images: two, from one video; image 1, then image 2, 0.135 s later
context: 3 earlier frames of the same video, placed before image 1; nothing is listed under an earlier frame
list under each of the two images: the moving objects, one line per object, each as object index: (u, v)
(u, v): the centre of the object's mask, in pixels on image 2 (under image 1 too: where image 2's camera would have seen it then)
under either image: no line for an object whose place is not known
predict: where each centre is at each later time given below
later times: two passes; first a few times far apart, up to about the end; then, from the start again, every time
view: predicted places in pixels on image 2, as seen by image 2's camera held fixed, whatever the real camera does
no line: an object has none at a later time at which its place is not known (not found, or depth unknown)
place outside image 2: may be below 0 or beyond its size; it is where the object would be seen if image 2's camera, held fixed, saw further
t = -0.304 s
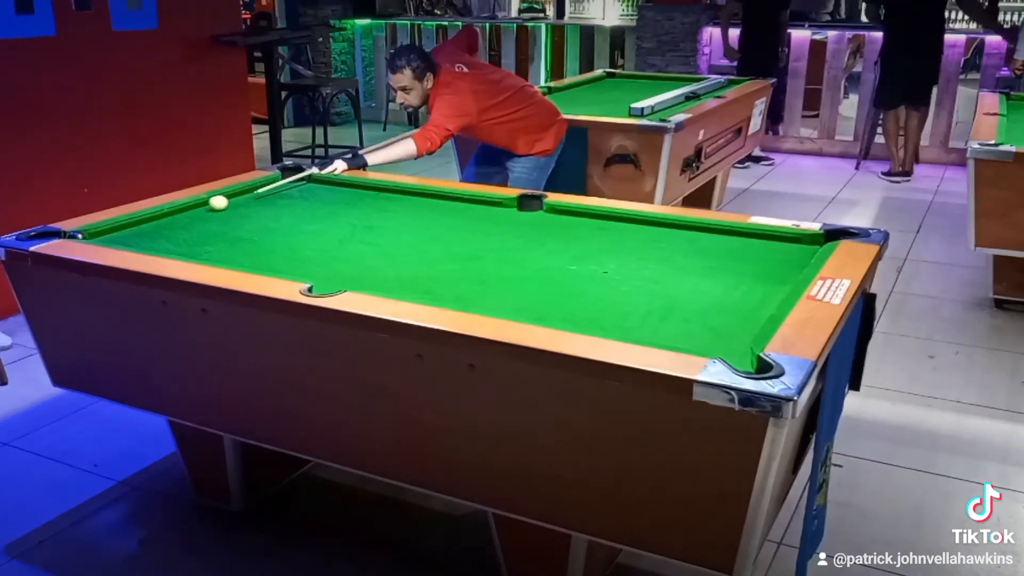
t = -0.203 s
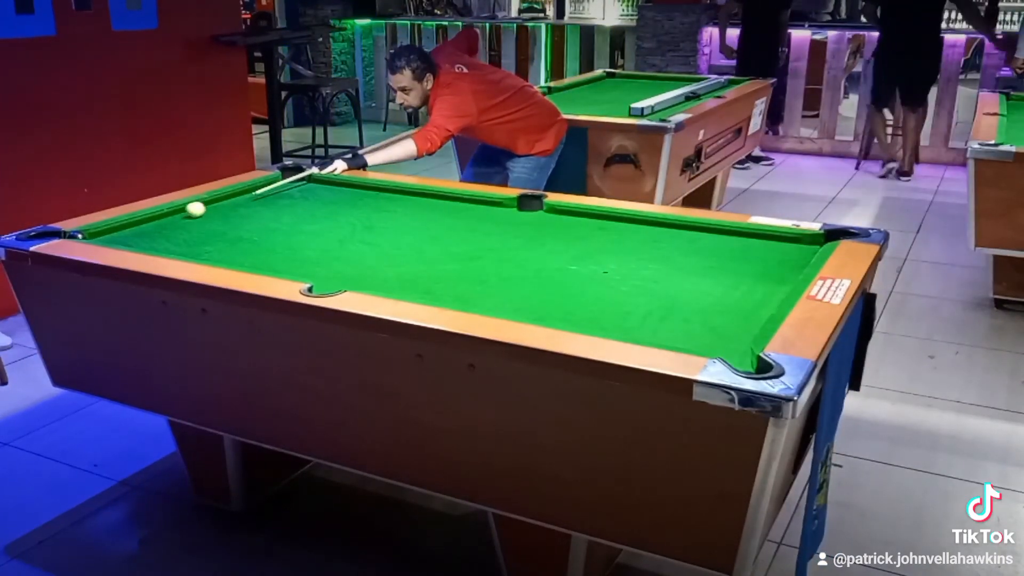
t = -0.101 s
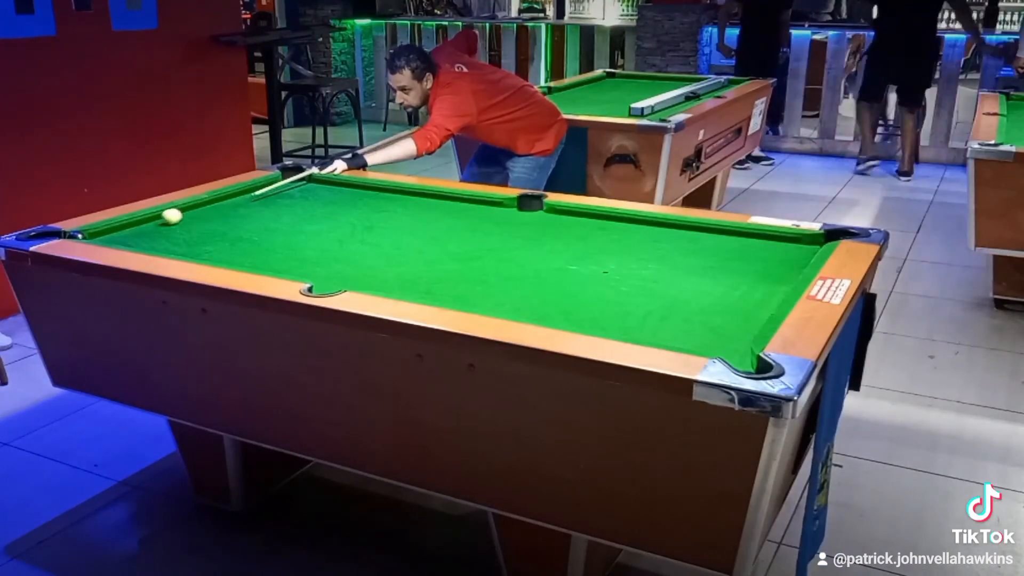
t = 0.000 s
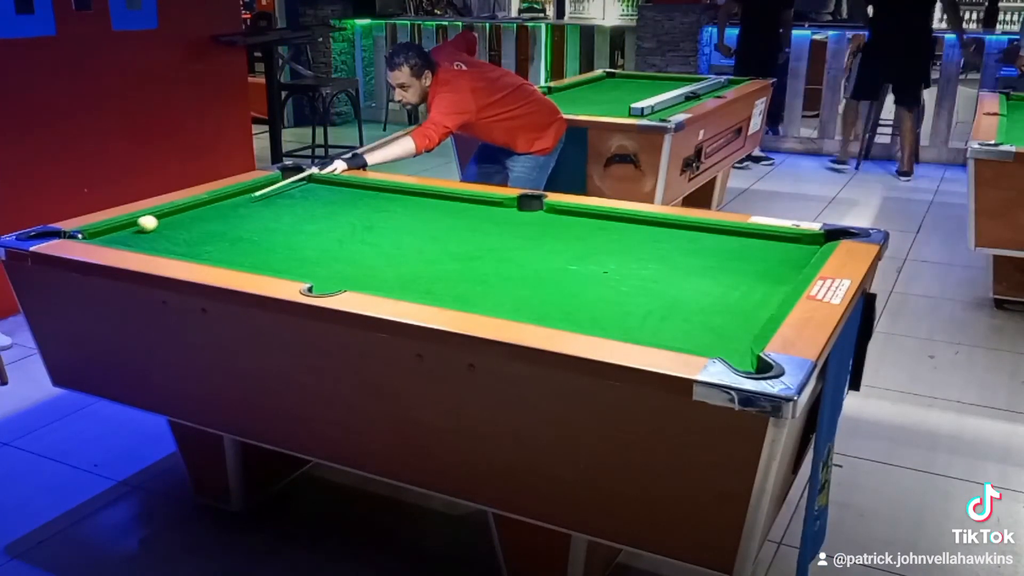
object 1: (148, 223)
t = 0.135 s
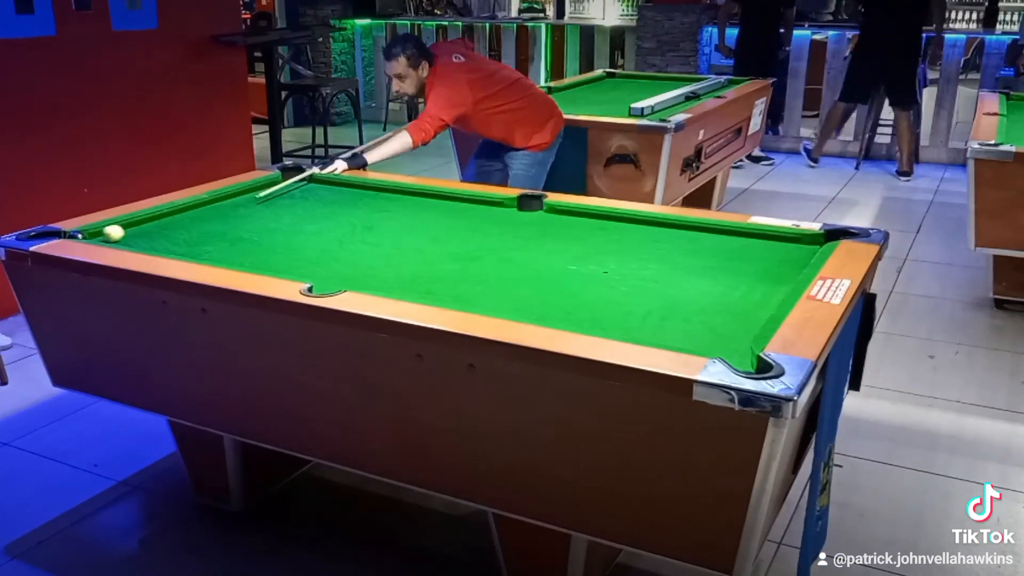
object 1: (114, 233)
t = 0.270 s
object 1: (97, 238)
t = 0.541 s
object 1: (132, 237)
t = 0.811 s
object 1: (163, 234)
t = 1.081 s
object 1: (188, 231)
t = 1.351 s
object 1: (208, 228)
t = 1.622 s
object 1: (223, 226)
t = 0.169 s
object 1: (106, 235)
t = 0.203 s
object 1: (99, 236)
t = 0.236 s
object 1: (98, 237)
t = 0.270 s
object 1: (97, 238)
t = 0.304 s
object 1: (101, 238)
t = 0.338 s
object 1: (106, 239)
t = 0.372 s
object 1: (111, 238)
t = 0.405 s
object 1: (115, 238)
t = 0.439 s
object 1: (120, 238)
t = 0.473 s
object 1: (124, 238)
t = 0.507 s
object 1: (128, 238)
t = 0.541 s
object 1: (132, 237)
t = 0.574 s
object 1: (137, 236)
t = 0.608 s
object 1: (141, 236)
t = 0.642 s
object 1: (145, 236)
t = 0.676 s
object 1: (149, 235)
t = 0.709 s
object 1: (152, 235)
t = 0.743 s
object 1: (156, 235)
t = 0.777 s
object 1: (160, 234)
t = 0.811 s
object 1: (163, 234)
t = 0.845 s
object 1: (167, 233)
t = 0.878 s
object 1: (170, 233)
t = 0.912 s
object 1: (173, 232)
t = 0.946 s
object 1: (177, 232)
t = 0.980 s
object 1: (180, 232)
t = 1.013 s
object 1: (183, 231)
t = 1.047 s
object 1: (186, 231)
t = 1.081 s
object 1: (188, 231)
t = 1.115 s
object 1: (191, 230)
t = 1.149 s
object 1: (194, 230)
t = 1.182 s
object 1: (196, 230)
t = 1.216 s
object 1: (199, 229)
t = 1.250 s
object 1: (202, 229)
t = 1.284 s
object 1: (204, 229)
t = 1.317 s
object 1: (206, 228)
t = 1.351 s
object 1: (208, 228)
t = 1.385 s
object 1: (210, 228)
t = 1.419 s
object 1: (212, 228)
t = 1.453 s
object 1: (214, 228)
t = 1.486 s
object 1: (216, 227)
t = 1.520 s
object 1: (218, 227)
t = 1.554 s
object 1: (220, 227)
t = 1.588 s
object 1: (222, 227)
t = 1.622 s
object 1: (223, 226)
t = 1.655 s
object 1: (225, 226)
